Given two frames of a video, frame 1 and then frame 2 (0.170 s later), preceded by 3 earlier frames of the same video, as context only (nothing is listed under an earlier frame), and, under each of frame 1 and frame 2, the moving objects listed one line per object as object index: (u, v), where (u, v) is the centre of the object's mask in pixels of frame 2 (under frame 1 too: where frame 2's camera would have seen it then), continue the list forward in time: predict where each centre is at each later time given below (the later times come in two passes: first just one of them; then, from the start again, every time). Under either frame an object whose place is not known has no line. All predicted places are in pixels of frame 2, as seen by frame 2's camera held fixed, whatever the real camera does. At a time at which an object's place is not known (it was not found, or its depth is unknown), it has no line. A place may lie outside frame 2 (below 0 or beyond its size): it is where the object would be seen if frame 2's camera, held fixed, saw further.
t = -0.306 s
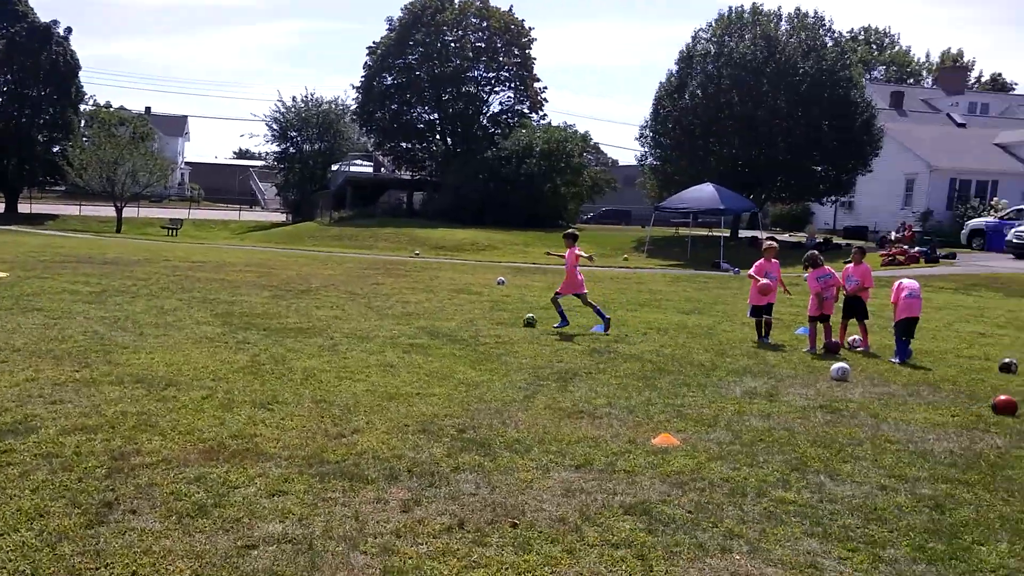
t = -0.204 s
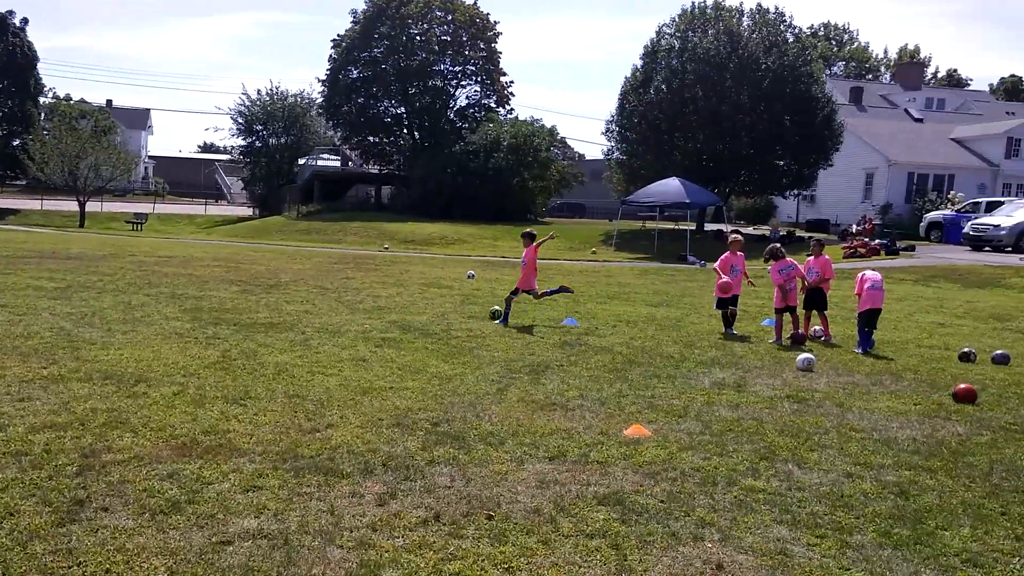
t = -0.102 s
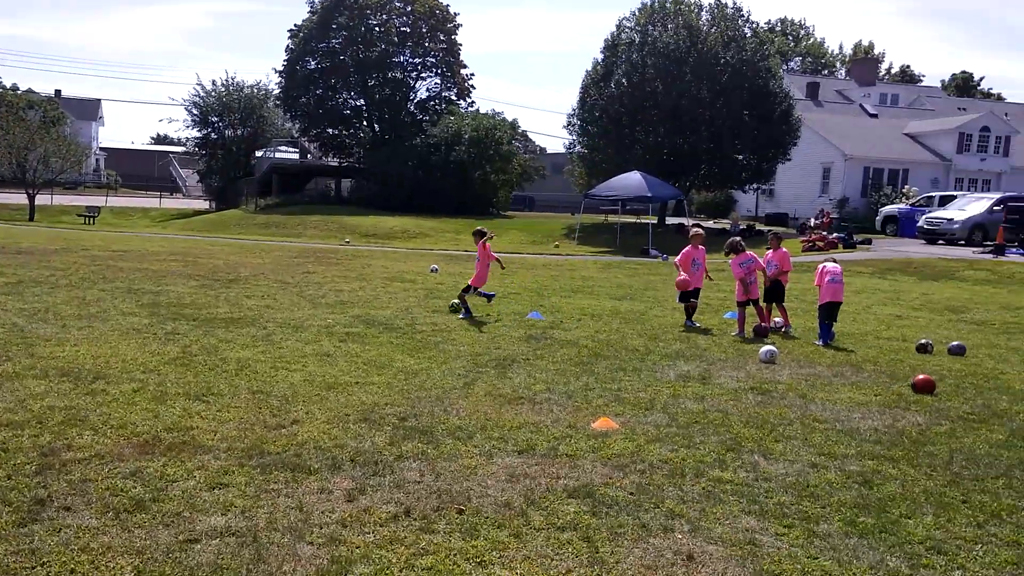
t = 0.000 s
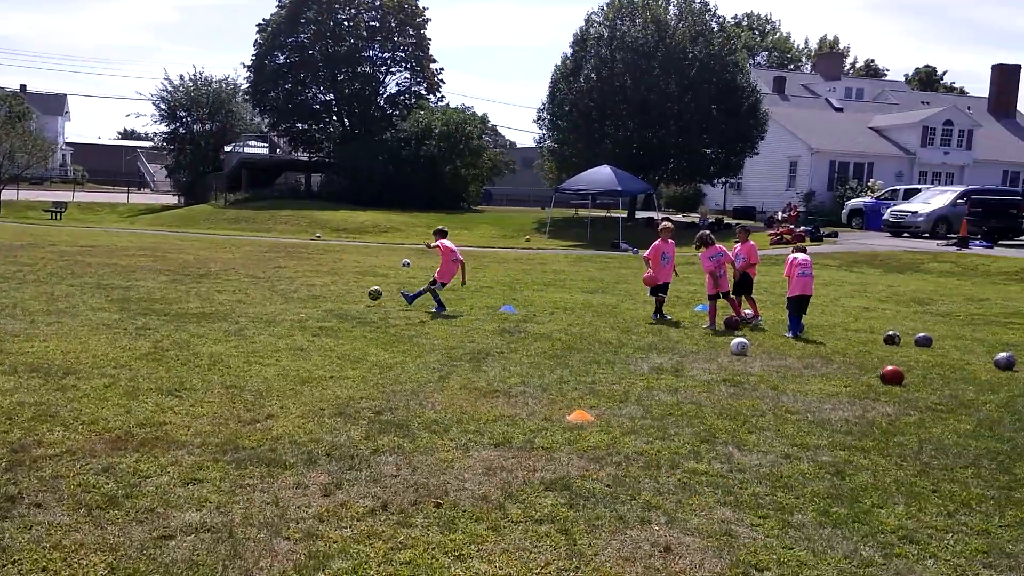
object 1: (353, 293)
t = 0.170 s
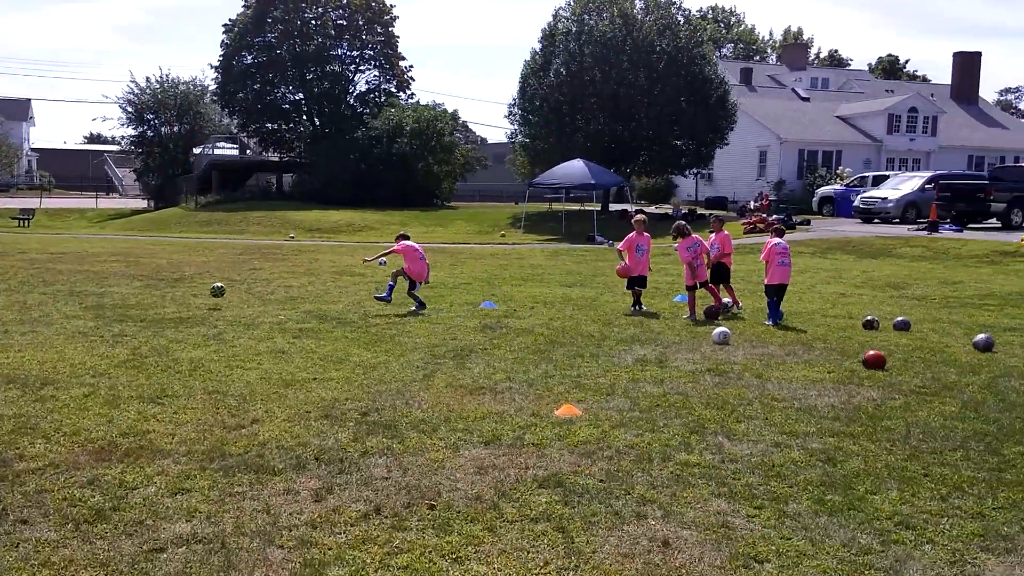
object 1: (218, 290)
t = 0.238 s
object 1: (160, 295)
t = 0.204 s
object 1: (189, 292)
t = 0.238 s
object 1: (160, 295)
